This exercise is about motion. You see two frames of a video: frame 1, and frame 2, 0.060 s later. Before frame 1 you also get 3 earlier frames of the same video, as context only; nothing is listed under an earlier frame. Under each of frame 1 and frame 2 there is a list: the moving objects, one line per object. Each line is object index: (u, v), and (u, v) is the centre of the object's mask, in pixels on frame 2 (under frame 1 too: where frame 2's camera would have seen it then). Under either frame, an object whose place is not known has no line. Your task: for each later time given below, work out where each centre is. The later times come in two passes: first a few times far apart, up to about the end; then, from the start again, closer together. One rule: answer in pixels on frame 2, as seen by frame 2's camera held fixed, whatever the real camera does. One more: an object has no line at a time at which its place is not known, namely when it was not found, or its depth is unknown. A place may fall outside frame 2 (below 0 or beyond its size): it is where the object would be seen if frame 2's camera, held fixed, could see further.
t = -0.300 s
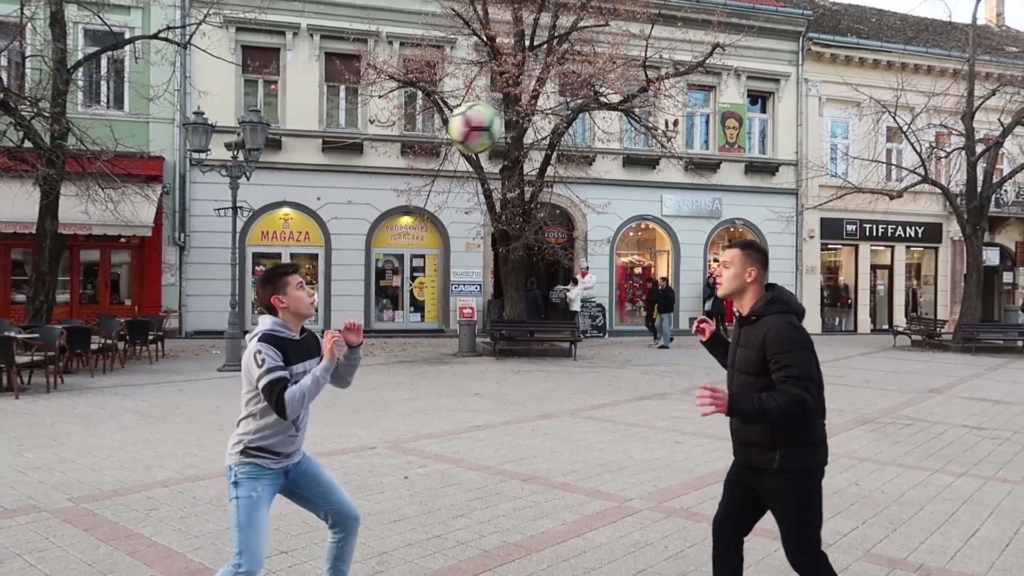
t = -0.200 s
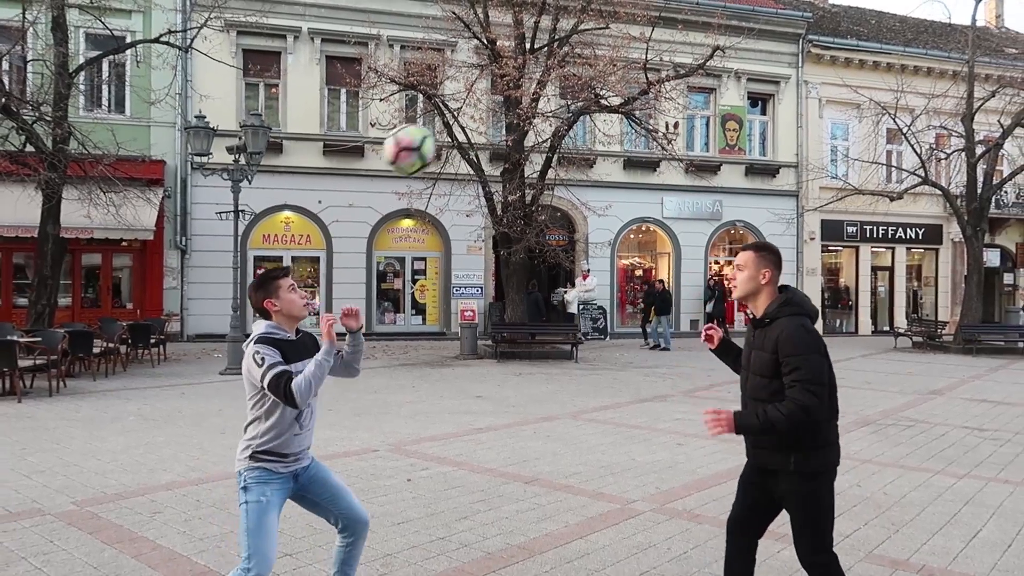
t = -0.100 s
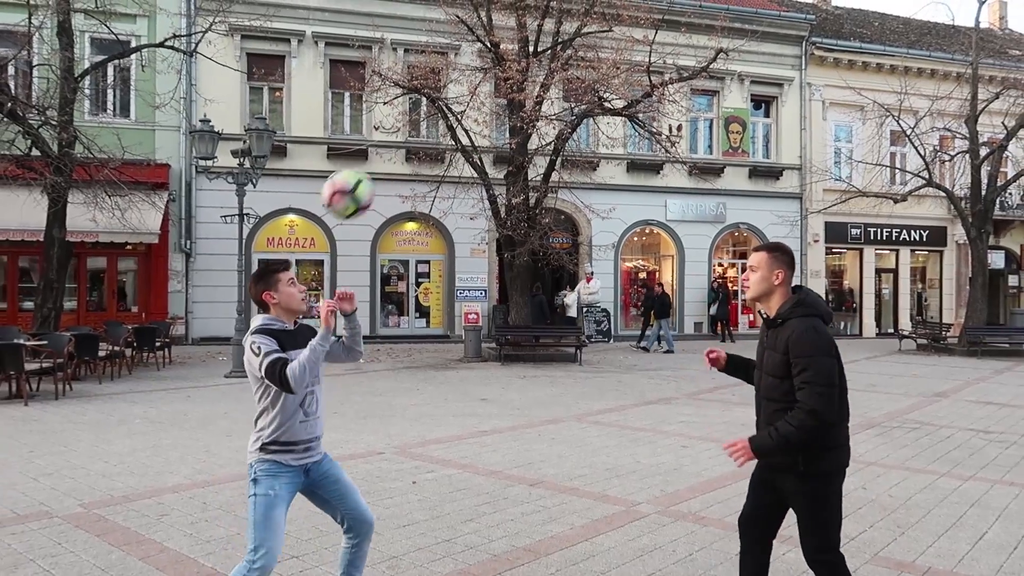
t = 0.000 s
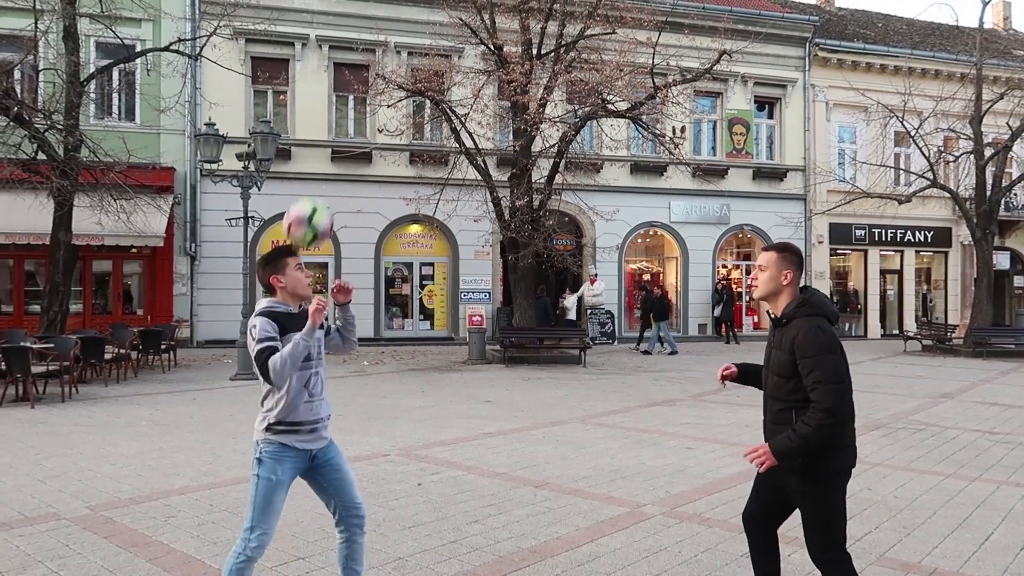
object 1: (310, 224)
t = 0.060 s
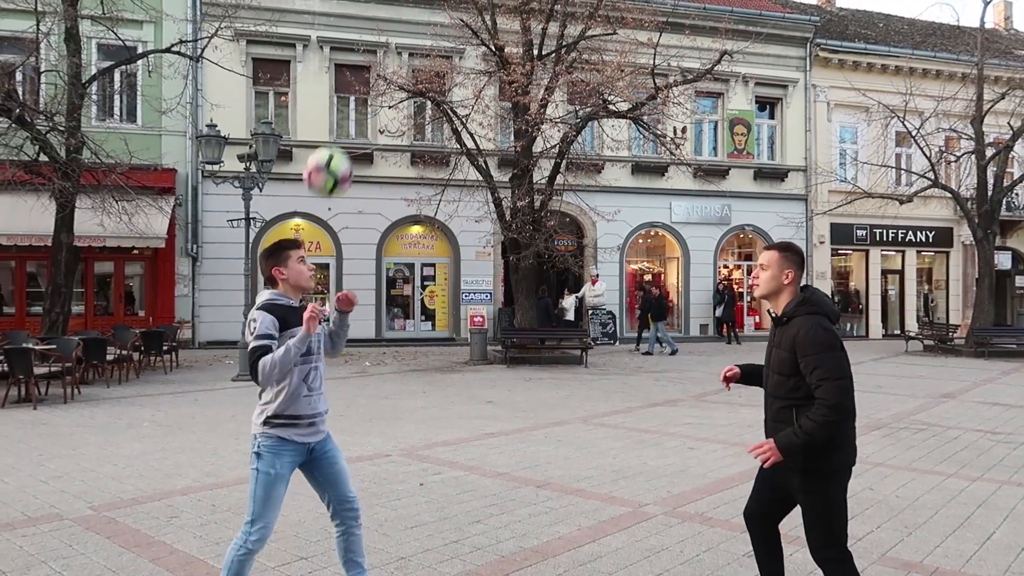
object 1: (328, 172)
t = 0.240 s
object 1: (383, 66)
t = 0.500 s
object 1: (458, 32)
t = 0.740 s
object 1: (523, 126)
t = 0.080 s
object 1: (334, 156)
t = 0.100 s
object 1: (341, 142)
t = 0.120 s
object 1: (347, 128)
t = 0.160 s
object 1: (358, 103)
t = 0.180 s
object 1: (364, 93)
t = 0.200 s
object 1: (371, 83)
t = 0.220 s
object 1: (376, 73)
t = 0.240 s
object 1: (383, 66)
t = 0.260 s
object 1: (389, 58)
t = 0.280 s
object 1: (395, 51)
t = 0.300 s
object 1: (400, 45)
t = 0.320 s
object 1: (406, 40)
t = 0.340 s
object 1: (412, 36)
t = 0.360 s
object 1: (418, 33)
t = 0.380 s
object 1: (424, 30)
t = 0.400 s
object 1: (430, 28)
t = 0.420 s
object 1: (435, 27)
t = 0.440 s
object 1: (441, 28)
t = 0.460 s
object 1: (447, 29)
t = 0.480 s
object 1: (452, 31)
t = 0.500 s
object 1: (458, 32)
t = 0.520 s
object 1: (464, 36)
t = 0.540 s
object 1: (469, 40)
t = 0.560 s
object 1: (474, 45)
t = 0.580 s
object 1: (480, 52)
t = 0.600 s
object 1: (486, 58)
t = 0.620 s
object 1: (491, 65)
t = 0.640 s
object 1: (497, 73)
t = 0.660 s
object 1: (502, 82)
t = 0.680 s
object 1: (507, 92)
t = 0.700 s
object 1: (513, 103)
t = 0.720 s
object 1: (519, 115)
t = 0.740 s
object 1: (523, 126)
